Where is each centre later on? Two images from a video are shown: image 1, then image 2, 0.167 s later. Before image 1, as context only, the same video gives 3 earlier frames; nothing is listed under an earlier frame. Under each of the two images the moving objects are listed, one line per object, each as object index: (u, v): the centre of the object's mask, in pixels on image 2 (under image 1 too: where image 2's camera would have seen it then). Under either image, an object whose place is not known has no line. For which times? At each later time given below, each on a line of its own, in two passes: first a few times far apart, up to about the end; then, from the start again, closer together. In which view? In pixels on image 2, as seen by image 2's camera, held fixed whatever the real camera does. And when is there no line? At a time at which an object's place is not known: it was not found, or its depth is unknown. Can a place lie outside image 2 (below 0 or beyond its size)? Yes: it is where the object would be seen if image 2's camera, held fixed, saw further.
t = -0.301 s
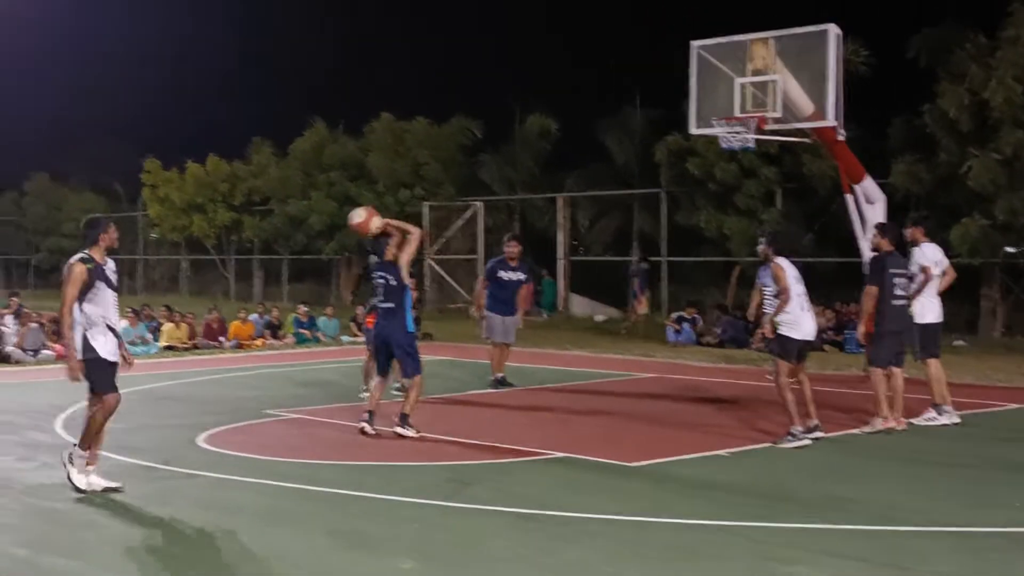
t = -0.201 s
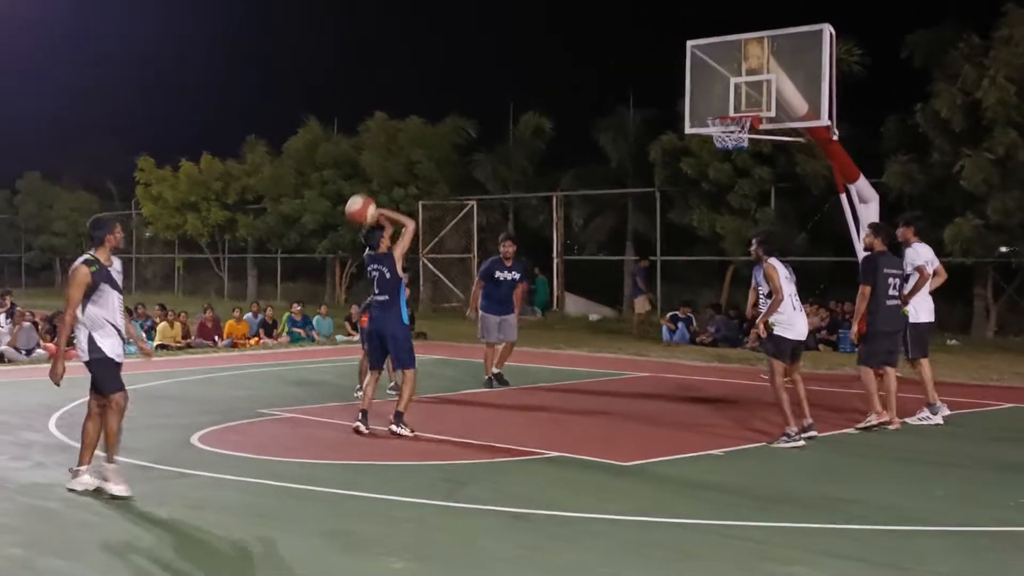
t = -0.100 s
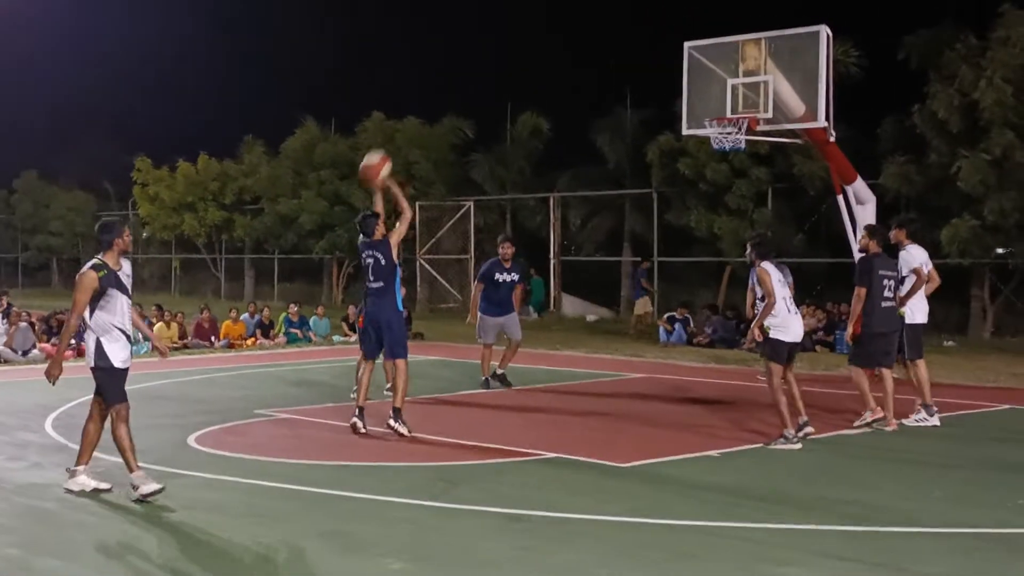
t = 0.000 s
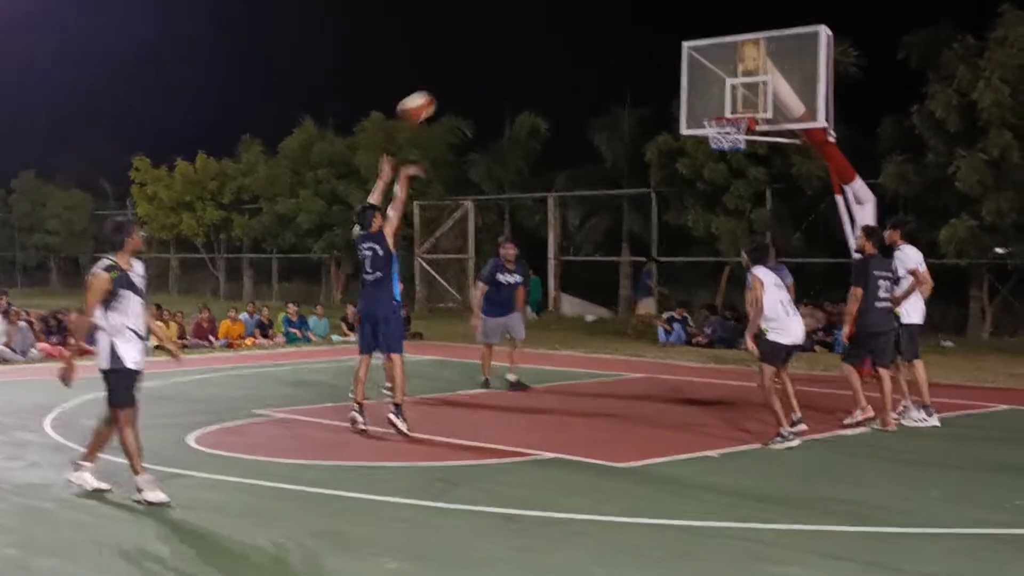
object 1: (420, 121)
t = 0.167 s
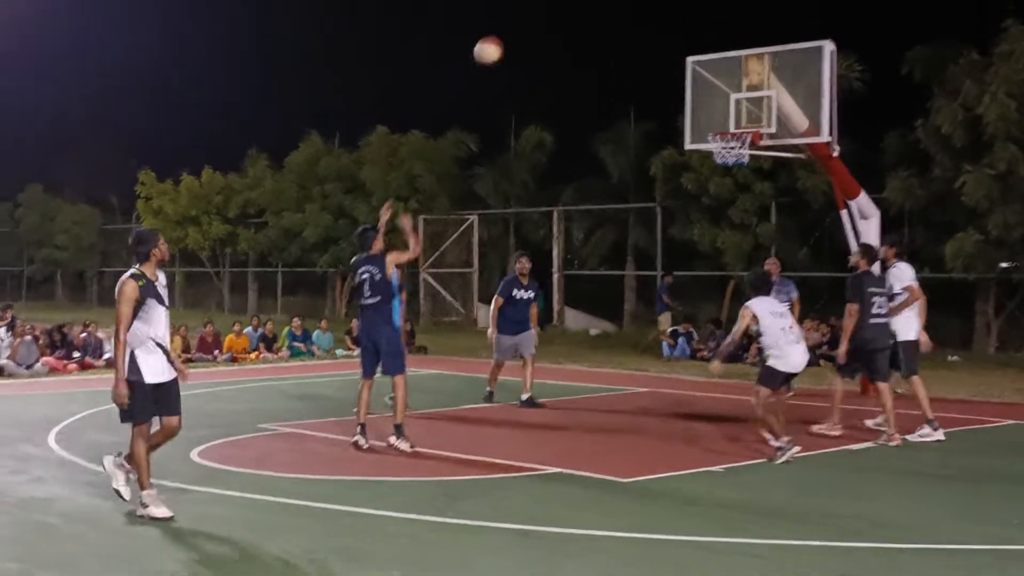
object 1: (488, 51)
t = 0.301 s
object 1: (538, 20)
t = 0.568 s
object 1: (627, 15)
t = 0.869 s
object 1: (712, 89)
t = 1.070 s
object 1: (738, 170)
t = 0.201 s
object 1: (501, 41)
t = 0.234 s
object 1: (514, 33)
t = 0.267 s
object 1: (526, 26)
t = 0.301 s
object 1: (538, 20)
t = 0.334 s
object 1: (549, 15)
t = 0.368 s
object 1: (562, 12)
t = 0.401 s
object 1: (572, 9)
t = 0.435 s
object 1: (584, 8)
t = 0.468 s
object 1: (595, 8)
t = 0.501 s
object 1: (605, 10)
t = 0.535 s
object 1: (616, 12)
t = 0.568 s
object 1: (627, 15)
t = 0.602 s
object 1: (636, 19)
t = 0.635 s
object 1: (647, 25)
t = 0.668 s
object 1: (656, 31)
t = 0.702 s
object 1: (665, 39)
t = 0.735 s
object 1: (675, 47)
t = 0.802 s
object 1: (692, 65)
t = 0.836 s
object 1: (703, 76)
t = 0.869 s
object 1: (712, 89)
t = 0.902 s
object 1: (718, 100)
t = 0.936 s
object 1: (727, 115)
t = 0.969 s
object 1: (734, 128)
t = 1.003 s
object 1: (743, 142)
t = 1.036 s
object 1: (741, 157)
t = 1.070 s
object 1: (738, 170)
